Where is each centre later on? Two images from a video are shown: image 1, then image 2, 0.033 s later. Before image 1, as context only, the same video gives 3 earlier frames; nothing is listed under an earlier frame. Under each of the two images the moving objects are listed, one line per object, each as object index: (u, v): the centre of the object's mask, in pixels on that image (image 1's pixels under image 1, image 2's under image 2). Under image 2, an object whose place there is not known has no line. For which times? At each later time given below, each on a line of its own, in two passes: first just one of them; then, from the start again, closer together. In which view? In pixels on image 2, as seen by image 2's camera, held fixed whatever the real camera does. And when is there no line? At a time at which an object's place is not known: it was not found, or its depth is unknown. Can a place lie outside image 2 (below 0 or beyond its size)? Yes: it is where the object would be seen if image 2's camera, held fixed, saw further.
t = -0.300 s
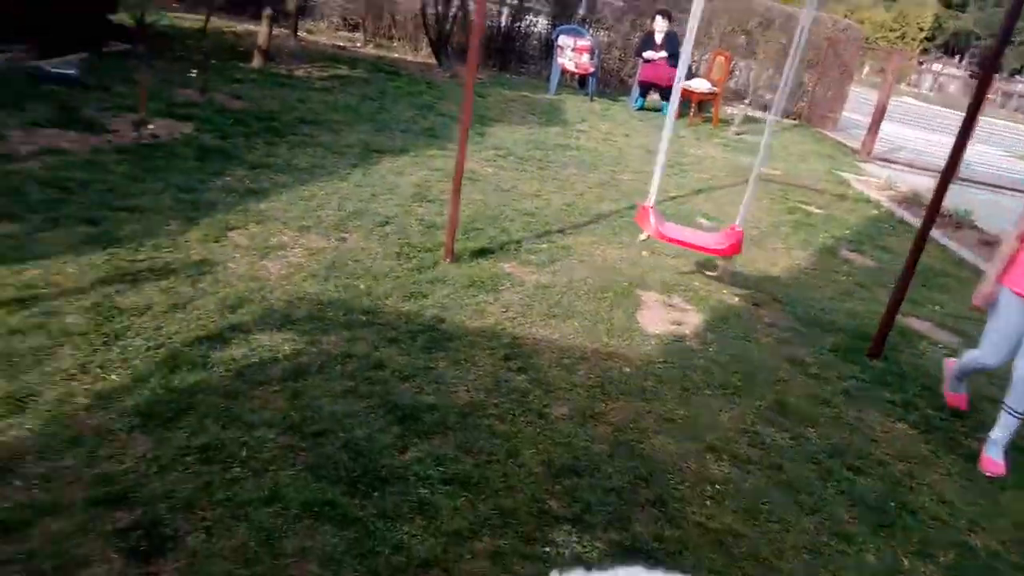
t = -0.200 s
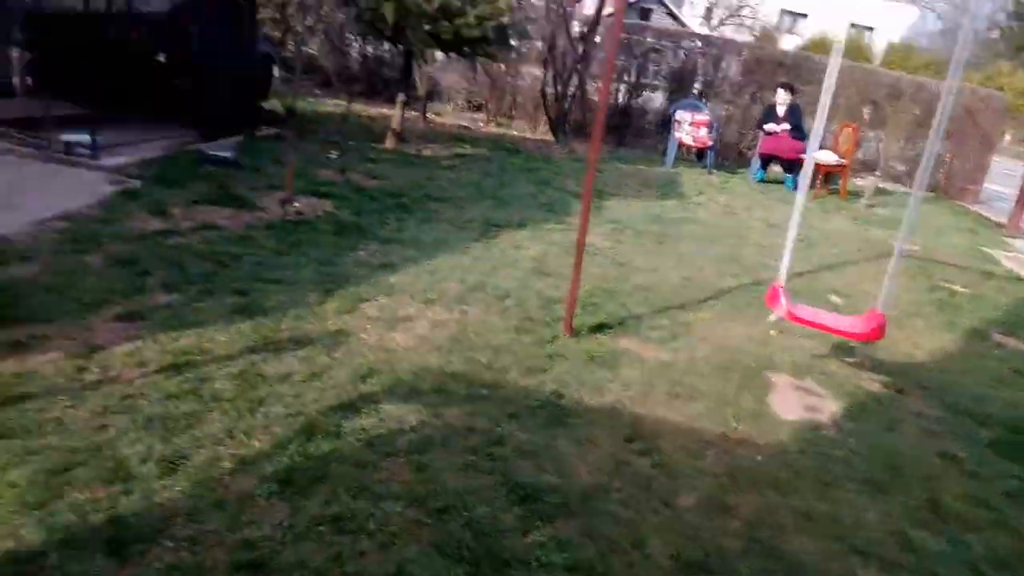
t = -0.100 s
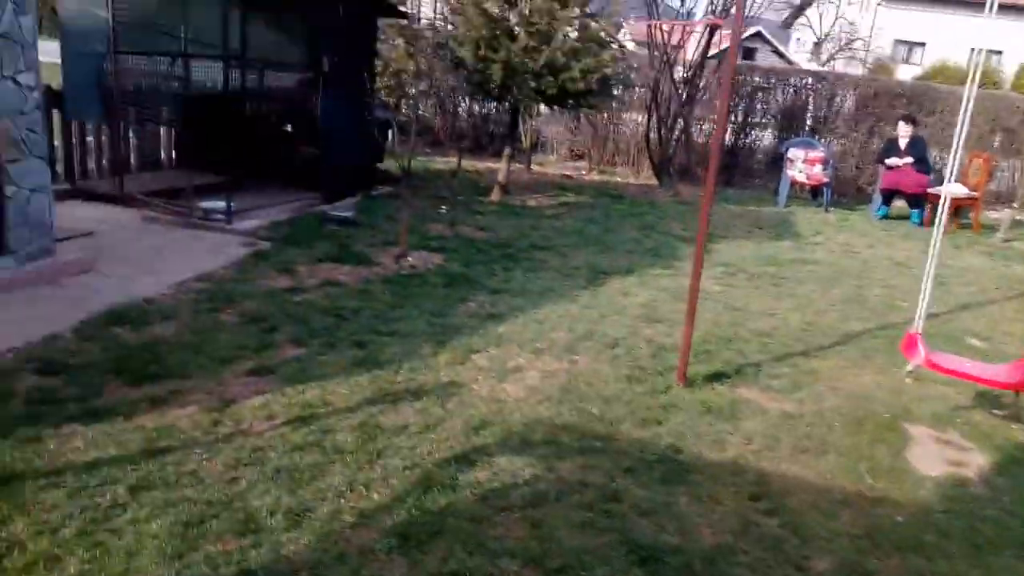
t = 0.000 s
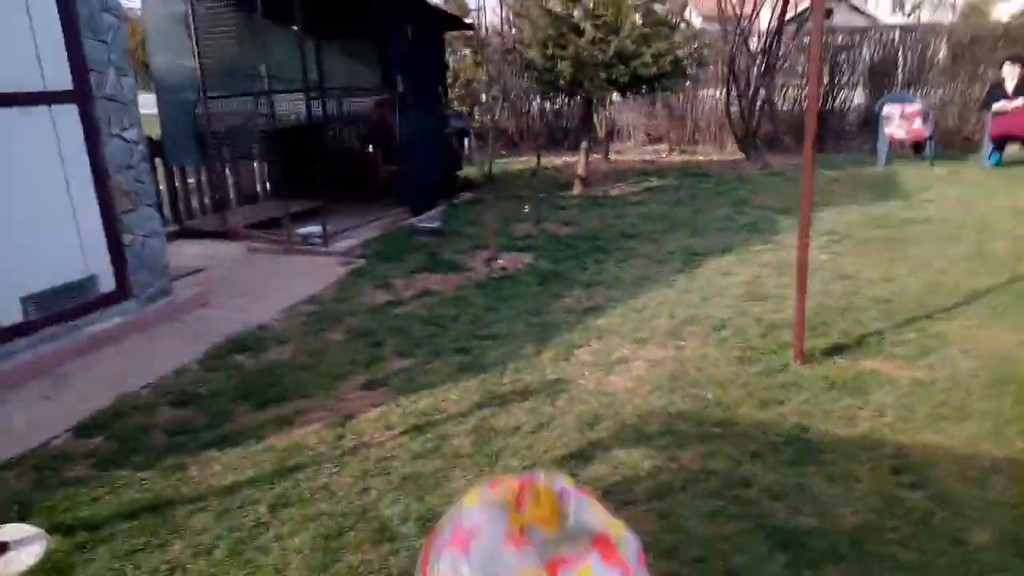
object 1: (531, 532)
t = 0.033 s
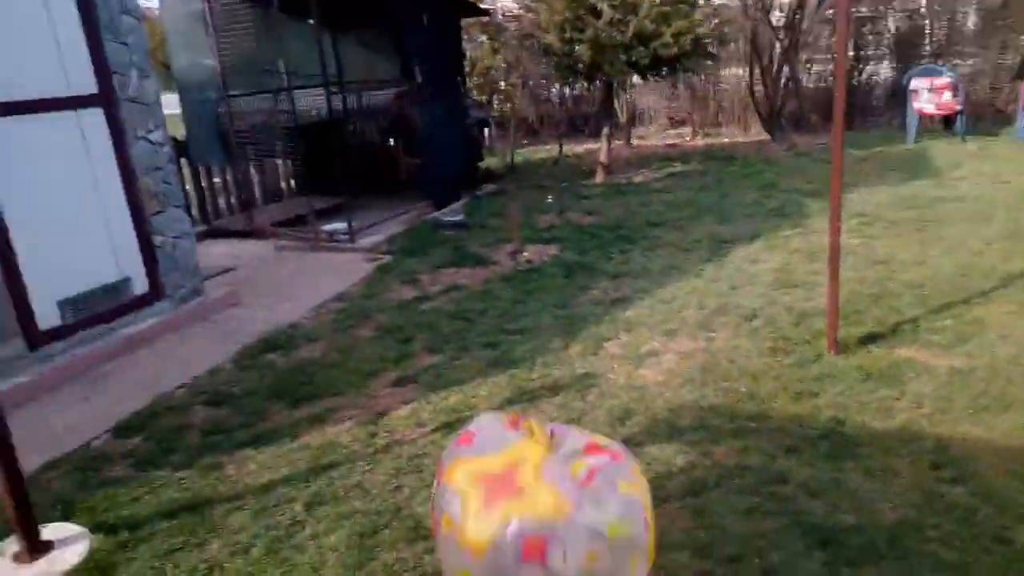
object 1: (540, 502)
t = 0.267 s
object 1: (446, 276)
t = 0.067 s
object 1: (519, 453)
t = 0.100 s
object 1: (505, 391)
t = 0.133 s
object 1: (489, 354)
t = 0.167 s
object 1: (474, 328)
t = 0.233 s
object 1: (450, 291)
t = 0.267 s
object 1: (446, 276)
